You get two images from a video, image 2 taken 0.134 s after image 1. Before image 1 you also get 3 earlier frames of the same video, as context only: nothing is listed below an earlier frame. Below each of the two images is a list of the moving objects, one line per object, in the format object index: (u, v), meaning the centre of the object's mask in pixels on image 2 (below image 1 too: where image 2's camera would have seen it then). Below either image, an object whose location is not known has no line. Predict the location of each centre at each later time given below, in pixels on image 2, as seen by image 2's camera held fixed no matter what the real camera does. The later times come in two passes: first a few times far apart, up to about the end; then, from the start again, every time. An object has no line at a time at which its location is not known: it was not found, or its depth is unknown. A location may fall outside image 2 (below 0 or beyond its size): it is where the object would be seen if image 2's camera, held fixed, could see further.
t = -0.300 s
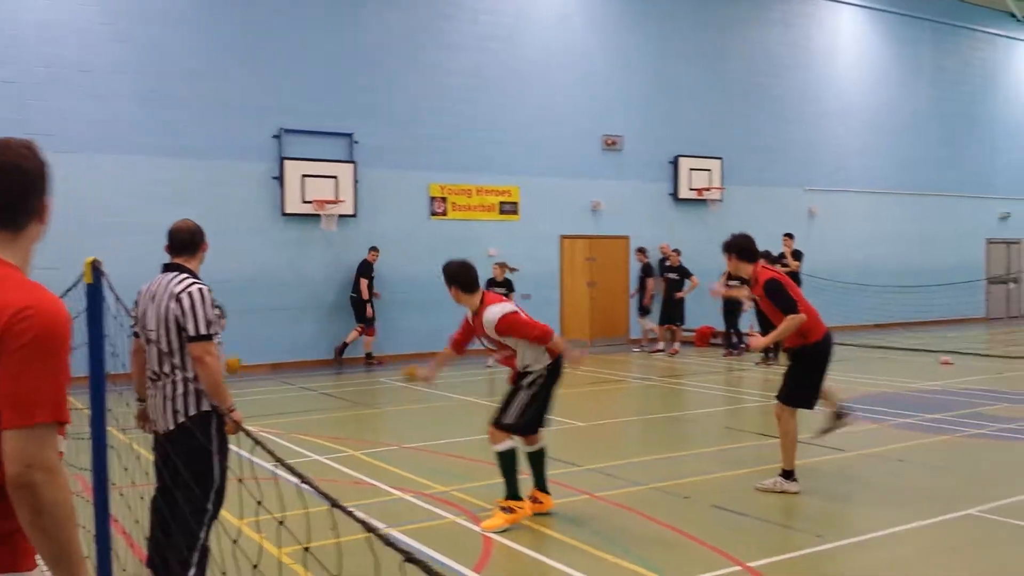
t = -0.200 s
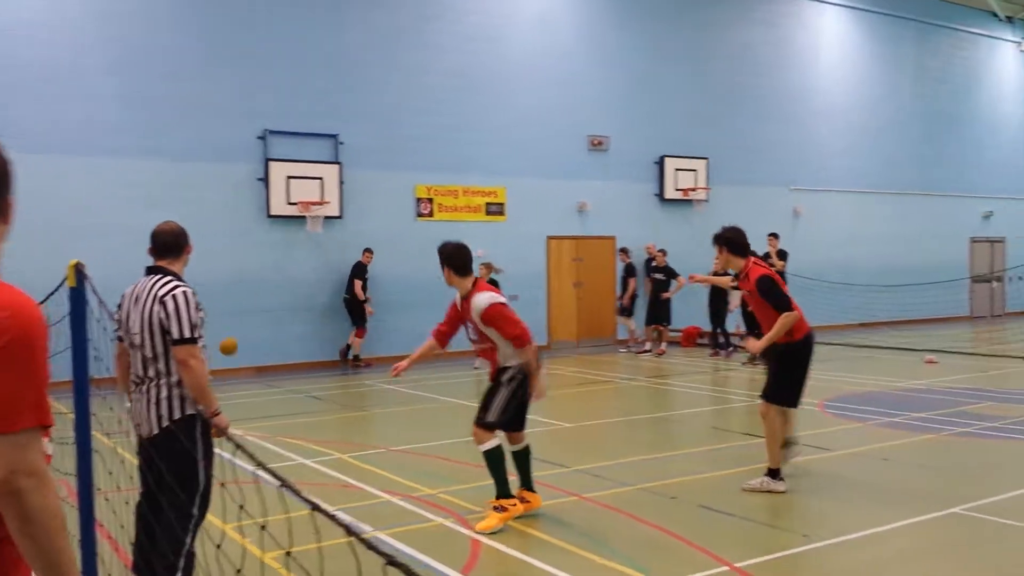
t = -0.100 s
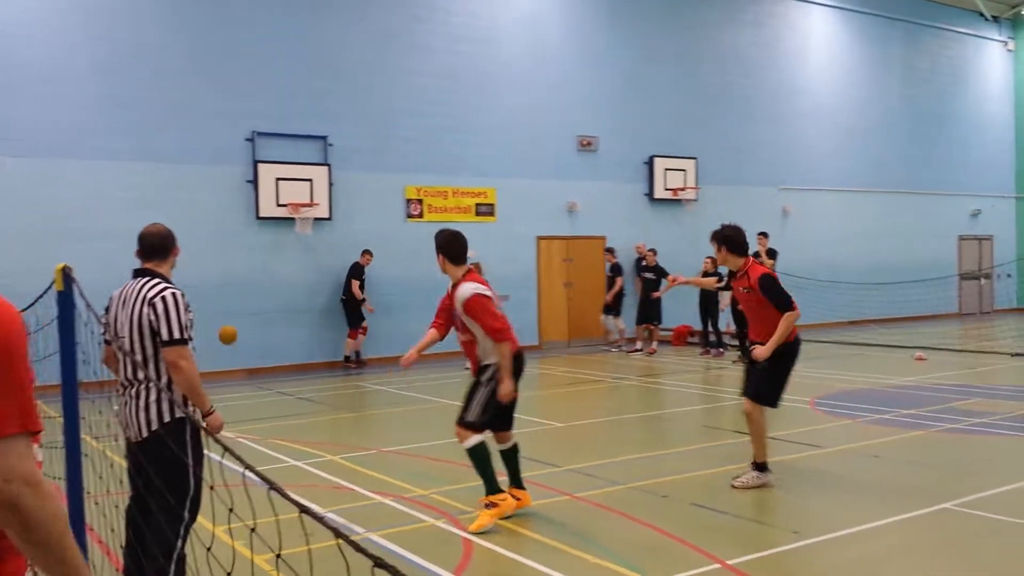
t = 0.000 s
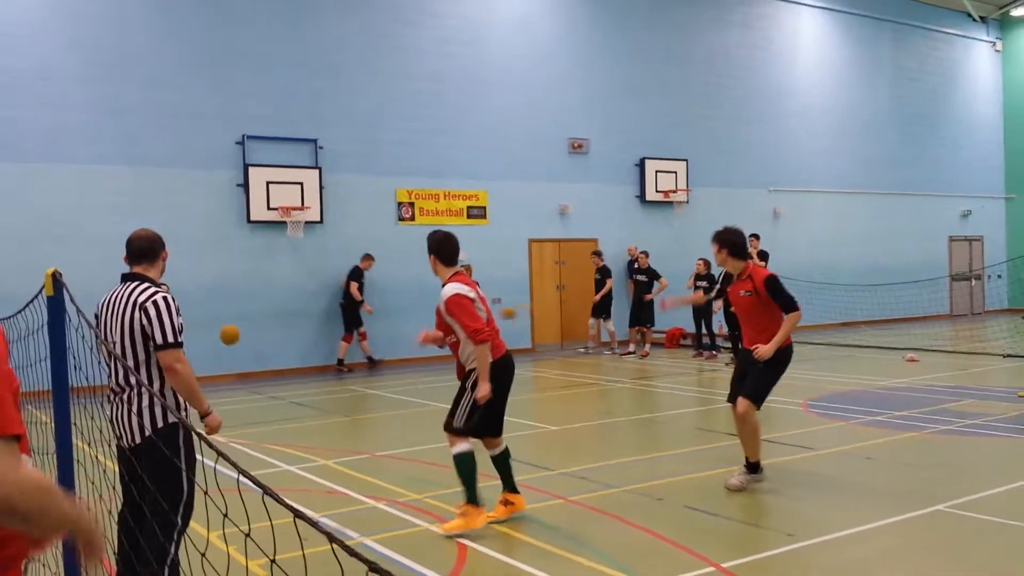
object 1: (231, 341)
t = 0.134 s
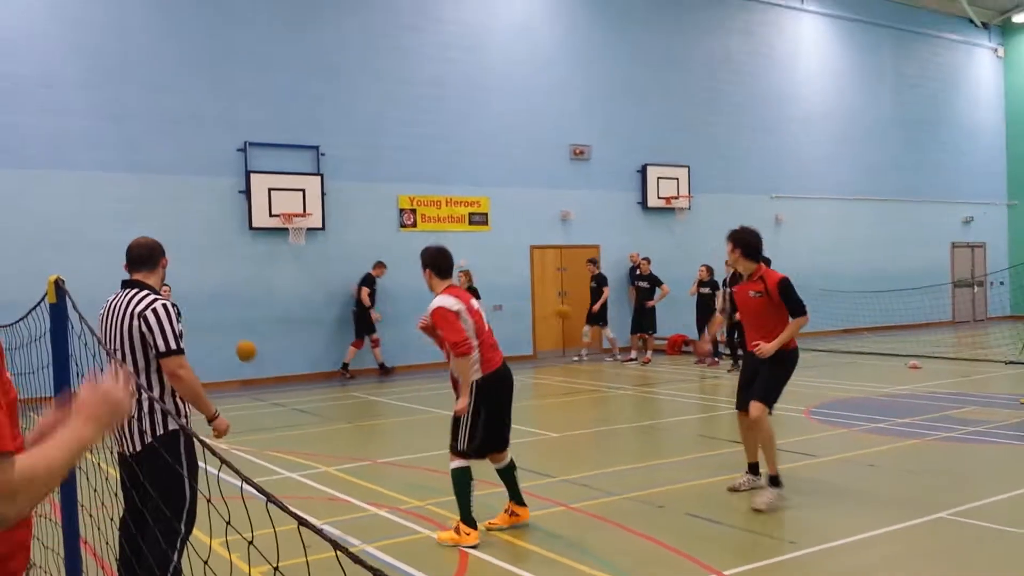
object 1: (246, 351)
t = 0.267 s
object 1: (266, 382)
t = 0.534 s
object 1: (300, 424)
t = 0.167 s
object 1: (250, 356)
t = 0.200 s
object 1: (256, 363)
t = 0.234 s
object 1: (260, 371)
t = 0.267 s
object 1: (266, 382)
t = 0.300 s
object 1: (268, 392)
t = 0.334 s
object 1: (273, 405)
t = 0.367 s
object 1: (277, 420)
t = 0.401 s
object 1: (281, 437)
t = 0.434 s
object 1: (285, 446)
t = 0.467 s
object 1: (291, 437)
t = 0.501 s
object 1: (295, 430)
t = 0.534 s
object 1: (300, 424)
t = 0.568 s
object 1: (305, 420)
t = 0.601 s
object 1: (311, 416)
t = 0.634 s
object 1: (316, 414)
